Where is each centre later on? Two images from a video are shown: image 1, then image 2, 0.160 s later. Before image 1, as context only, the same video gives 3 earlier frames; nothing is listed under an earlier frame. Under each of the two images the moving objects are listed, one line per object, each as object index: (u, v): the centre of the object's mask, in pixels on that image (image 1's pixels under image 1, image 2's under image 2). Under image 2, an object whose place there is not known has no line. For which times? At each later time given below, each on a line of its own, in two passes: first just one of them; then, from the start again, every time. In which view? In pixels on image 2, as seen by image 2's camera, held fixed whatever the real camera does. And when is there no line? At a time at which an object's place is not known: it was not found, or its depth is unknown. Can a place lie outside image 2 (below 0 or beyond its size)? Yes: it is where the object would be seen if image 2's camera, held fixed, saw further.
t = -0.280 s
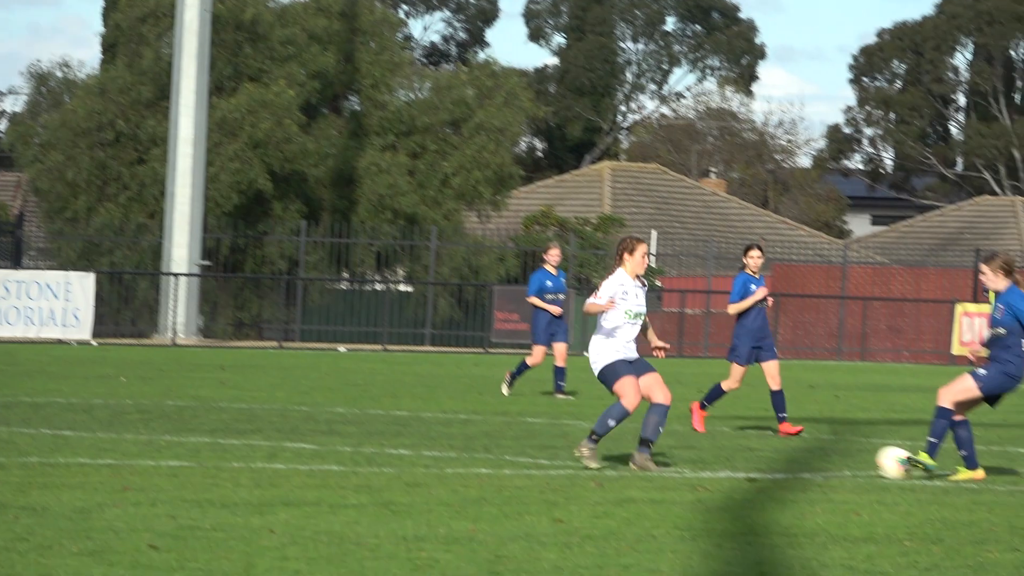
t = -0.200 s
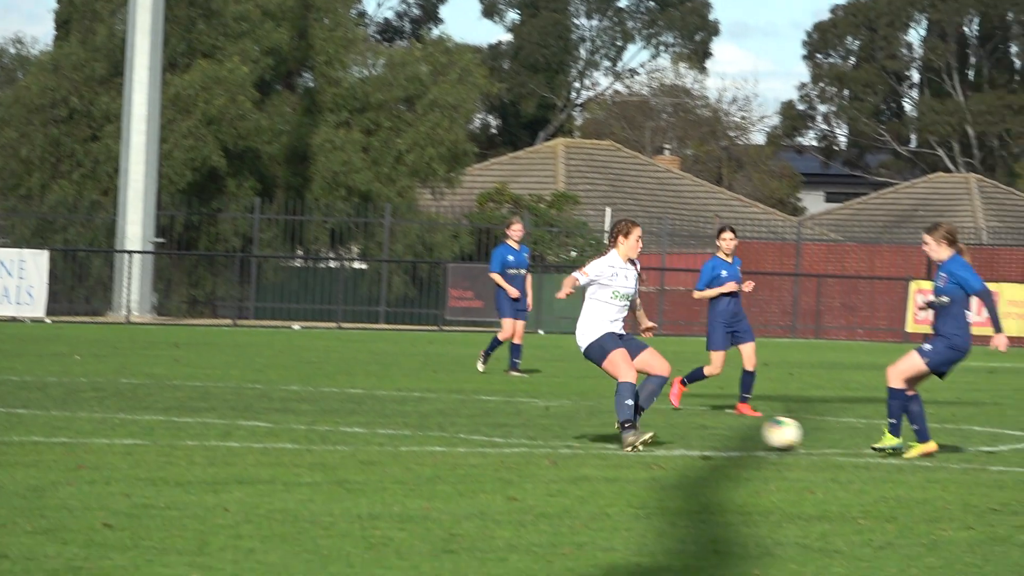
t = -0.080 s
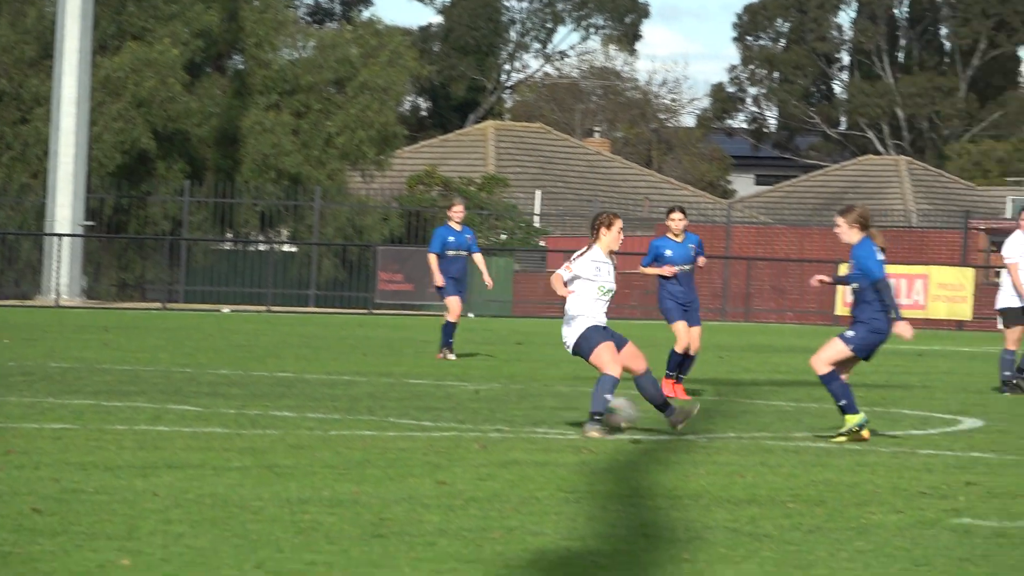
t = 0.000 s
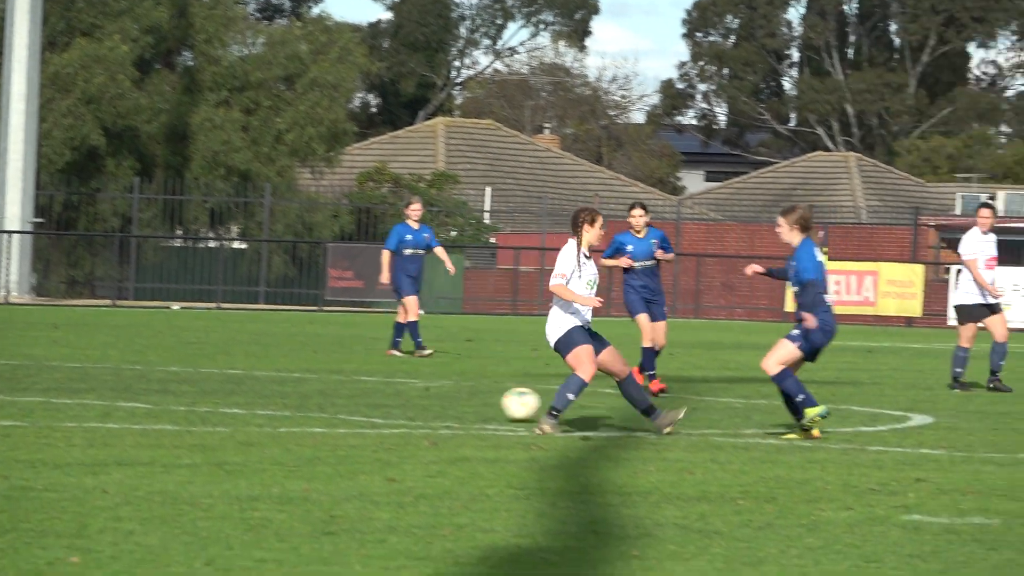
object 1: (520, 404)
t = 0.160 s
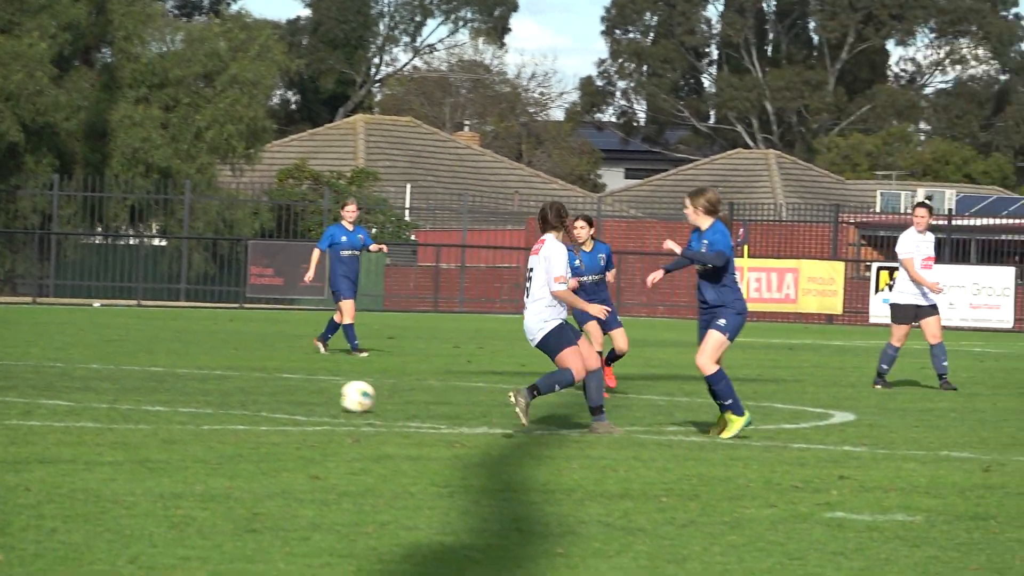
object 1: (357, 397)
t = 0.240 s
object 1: (321, 396)
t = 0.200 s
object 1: (338, 396)
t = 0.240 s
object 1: (321, 396)
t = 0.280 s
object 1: (305, 392)
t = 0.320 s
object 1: (289, 390)
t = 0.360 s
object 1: (273, 390)
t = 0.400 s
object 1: (258, 391)
